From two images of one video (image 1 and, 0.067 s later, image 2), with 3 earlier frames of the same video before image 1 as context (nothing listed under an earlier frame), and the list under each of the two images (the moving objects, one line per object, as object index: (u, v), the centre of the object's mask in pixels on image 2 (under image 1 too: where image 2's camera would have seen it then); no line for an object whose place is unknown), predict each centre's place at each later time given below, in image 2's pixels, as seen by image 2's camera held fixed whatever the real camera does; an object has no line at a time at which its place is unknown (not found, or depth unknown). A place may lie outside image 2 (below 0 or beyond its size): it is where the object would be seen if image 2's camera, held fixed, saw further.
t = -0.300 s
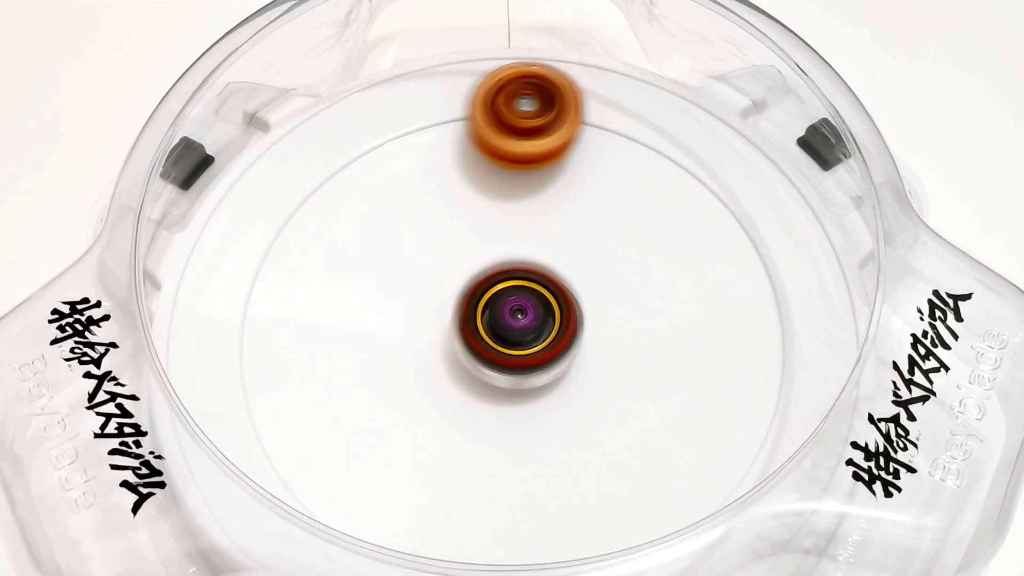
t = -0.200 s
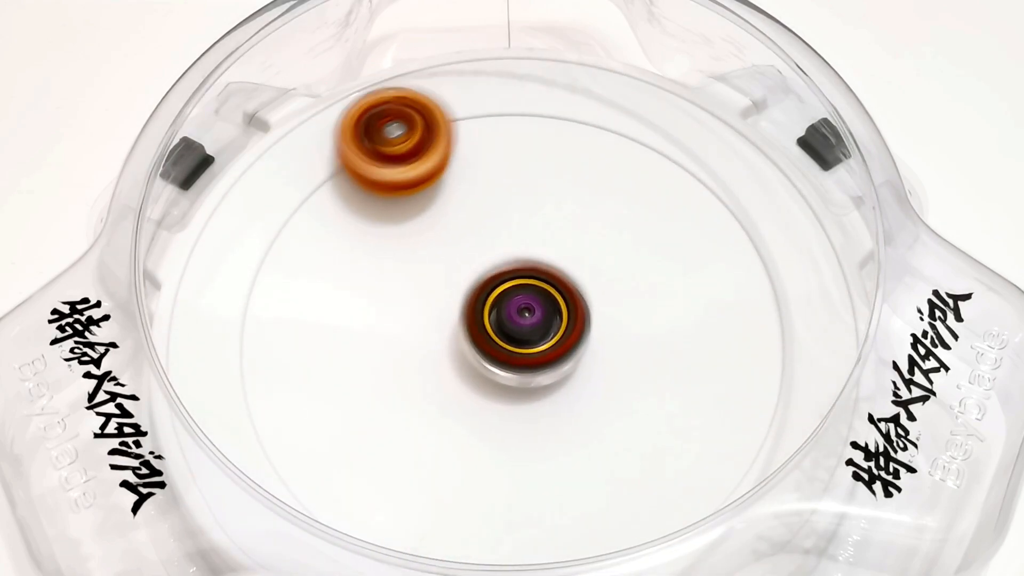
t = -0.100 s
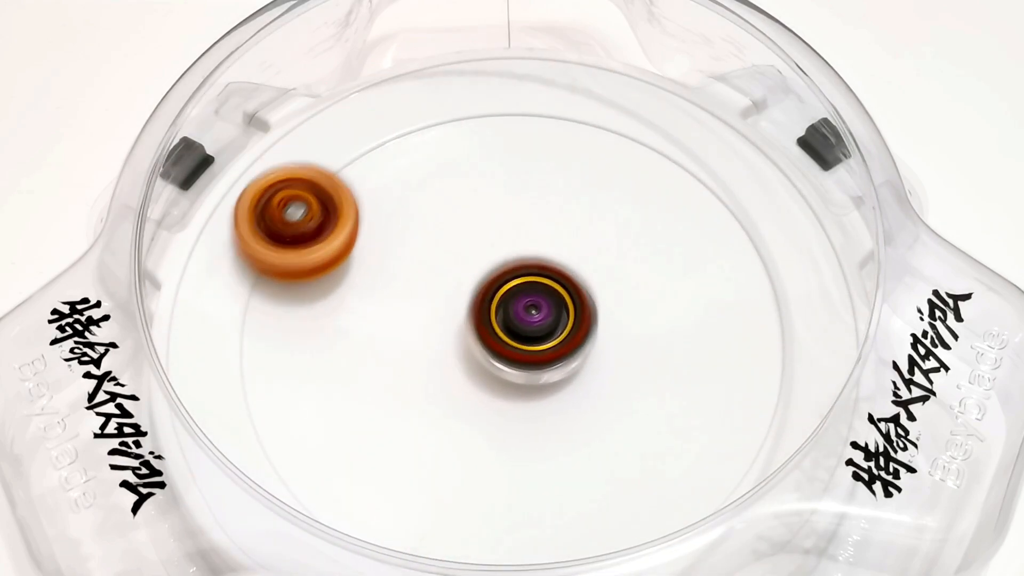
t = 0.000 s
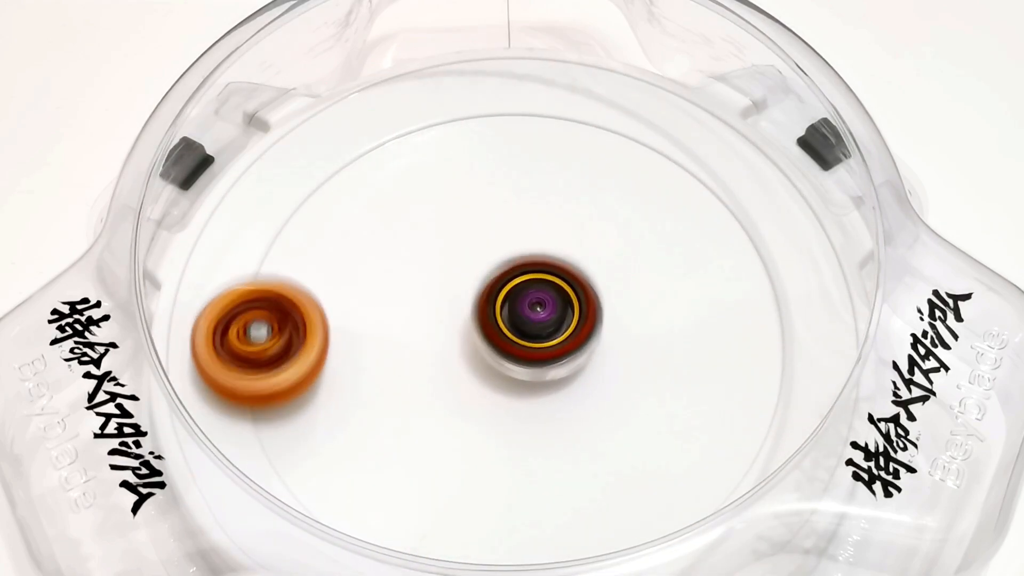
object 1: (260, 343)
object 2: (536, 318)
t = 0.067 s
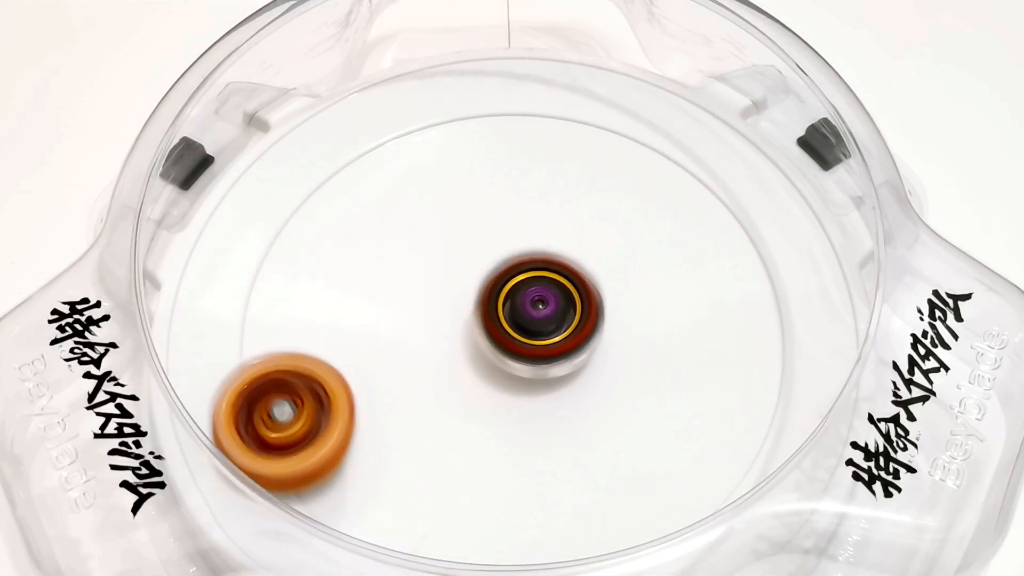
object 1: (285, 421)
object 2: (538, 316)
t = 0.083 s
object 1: (298, 437)
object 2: (538, 315)
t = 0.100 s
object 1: (313, 452)
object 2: (539, 315)
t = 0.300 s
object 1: (564, 508)
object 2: (539, 311)
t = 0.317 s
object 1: (586, 502)
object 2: (539, 310)
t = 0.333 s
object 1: (607, 494)
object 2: (538, 310)
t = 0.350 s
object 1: (627, 484)
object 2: (538, 310)
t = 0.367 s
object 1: (645, 474)
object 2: (537, 310)
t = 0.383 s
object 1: (661, 461)
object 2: (537, 310)
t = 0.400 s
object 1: (675, 446)
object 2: (536, 310)
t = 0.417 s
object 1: (687, 430)
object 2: (535, 310)
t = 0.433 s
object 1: (697, 413)
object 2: (535, 310)
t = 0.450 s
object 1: (704, 397)
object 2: (534, 310)
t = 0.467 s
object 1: (711, 379)
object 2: (533, 310)
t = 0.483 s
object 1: (715, 361)
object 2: (531, 310)
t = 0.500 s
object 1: (717, 343)
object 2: (531, 310)
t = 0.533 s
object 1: (716, 307)
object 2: (529, 310)
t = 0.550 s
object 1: (712, 289)
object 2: (528, 310)
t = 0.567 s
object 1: (707, 272)
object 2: (527, 309)
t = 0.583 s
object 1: (700, 255)
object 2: (526, 309)
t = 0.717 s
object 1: (603, 162)
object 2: (523, 304)
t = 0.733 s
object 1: (588, 156)
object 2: (523, 303)
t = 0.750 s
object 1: (573, 151)
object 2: (523, 303)
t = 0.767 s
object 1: (558, 148)
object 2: (523, 303)
